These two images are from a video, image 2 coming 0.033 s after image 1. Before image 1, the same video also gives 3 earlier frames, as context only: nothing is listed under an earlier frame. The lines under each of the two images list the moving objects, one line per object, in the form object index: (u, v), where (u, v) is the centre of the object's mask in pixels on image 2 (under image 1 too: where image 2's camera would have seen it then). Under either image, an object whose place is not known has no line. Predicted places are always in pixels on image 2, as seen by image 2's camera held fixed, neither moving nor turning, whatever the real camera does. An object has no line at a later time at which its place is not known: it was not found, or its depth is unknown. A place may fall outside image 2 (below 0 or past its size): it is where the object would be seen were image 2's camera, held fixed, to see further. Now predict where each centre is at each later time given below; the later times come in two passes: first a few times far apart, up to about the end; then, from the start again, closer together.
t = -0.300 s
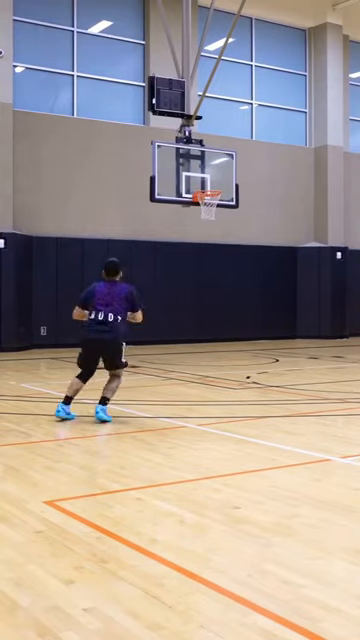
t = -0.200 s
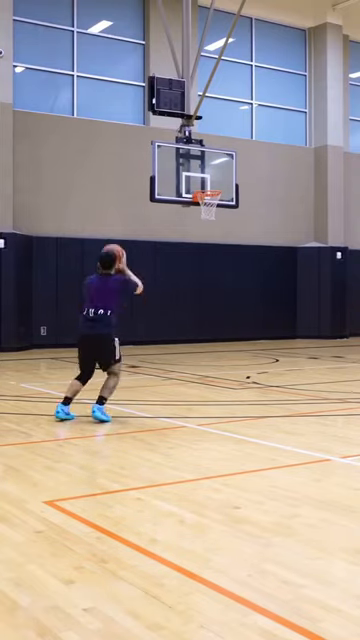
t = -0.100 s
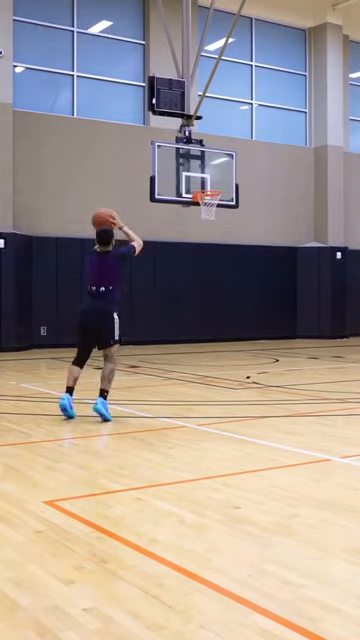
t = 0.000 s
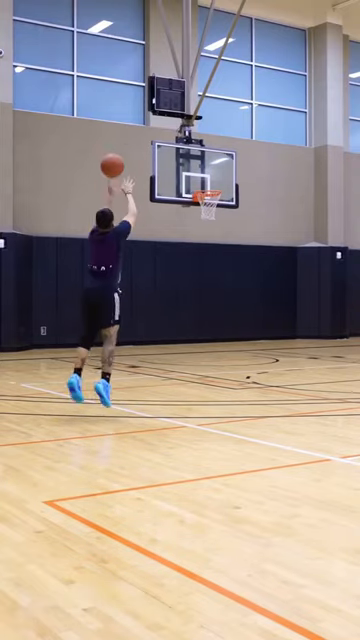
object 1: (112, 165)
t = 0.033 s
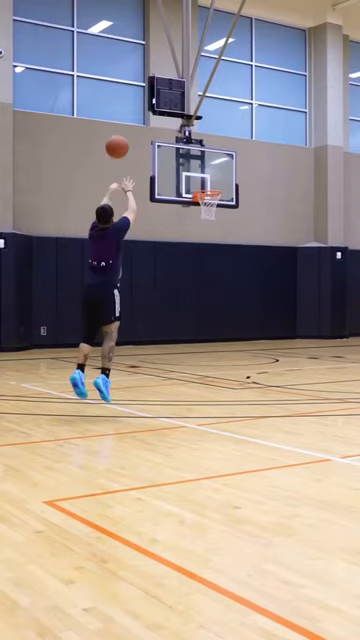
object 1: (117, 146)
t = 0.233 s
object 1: (141, 69)
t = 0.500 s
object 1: (165, 38)
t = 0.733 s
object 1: (180, 55)
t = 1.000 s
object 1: (194, 109)
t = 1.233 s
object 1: (203, 178)
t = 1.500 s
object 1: (192, 210)
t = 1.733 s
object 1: (178, 232)
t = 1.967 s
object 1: (164, 281)
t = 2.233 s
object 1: (152, 341)
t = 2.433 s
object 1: (154, 304)
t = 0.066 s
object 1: (121, 130)
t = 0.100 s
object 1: (125, 115)
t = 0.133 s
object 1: (129, 101)
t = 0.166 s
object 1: (134, 89)
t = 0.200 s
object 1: (137, 78)
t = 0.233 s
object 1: (141, 69)
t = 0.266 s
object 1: (144, 62)
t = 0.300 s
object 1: (147, 55)
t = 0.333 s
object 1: (151, 50)
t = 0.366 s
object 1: (154, 46)
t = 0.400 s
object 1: (157, 42)
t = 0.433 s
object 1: (160, 40)
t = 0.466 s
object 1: (163, 39)
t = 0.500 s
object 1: (165, 38)
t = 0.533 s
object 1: (167, 39)
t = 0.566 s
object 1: (169, 40)
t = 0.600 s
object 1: (172, 42)
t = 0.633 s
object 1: (174, 44)
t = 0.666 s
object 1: (176, 47)
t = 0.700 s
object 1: (178, 51)
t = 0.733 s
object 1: (180, 55)
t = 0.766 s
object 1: (182, 61)
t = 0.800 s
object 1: (183, 64)
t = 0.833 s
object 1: (185, 71)
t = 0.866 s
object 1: (187, 78)
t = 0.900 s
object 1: (189, 85)
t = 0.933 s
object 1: (191, 92)
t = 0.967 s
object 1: (192, 101)
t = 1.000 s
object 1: (194, 109)
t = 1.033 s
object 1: (196, 118)
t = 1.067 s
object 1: (197, 127)
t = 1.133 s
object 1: (199, 146)
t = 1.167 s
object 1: (201, 156)
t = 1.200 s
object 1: (201, 167)
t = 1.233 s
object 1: (203, 178)
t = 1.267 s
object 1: (204, 187)
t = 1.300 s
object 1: (212, 192)
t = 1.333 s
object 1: (213, 196)
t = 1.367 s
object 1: (210, 198)
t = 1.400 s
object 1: (203, 205)
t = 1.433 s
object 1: (198, 206)
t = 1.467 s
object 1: (195, 209)
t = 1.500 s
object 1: (192, 210)
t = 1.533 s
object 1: (190, 211)
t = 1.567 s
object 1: (188, 213)
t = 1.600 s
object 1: (186, 215)
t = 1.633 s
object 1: (184, 219)
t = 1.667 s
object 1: (182, 223)
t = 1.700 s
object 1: (180, 227)
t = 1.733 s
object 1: (178, 232)
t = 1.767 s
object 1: (176, 237)
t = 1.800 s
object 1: (174, 245)
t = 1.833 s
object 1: (172, 250)
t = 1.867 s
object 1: (170, 257)
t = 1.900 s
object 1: (168, 265)
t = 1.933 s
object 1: (166, 273)
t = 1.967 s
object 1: (164, 281)
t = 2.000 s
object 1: (162, 291)
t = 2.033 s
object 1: (160, 300)
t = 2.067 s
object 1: (158, 310)
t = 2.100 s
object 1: (156, 321)
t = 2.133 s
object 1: (154, 333)
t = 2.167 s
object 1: (153, 343)
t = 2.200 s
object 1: (151, 349)
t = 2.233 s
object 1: (152, 341)
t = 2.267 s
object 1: (153, 333)
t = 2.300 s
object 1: (153, 327)
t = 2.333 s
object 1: (153, 321)
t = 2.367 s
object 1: (153, 314)
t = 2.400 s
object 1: (154, 309)
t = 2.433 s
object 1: (154, 304)
